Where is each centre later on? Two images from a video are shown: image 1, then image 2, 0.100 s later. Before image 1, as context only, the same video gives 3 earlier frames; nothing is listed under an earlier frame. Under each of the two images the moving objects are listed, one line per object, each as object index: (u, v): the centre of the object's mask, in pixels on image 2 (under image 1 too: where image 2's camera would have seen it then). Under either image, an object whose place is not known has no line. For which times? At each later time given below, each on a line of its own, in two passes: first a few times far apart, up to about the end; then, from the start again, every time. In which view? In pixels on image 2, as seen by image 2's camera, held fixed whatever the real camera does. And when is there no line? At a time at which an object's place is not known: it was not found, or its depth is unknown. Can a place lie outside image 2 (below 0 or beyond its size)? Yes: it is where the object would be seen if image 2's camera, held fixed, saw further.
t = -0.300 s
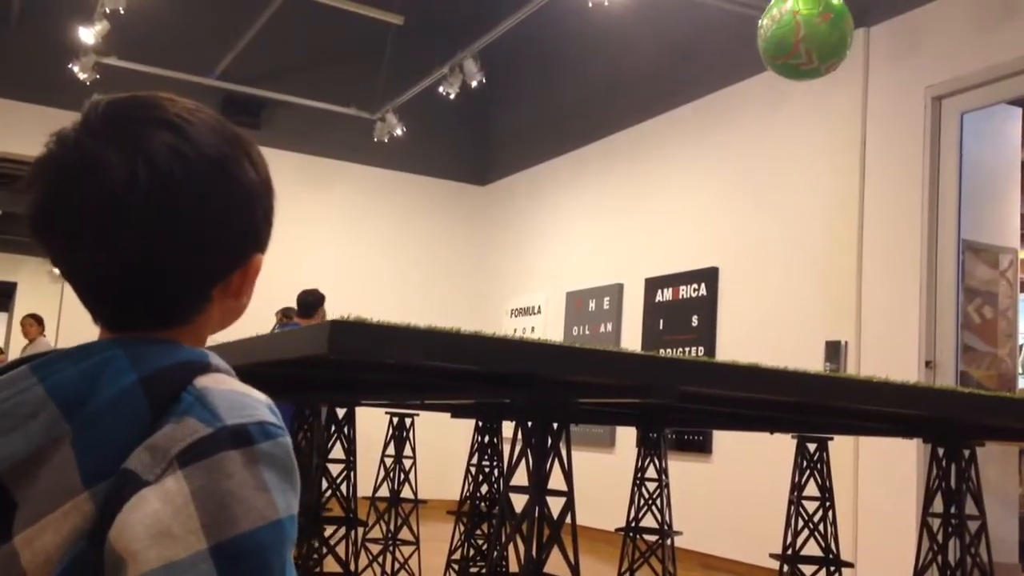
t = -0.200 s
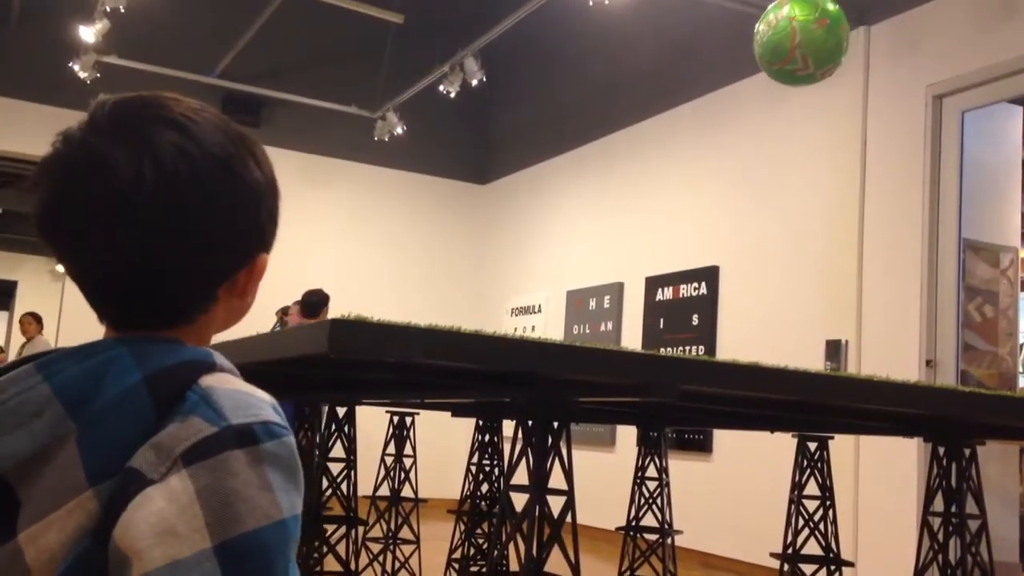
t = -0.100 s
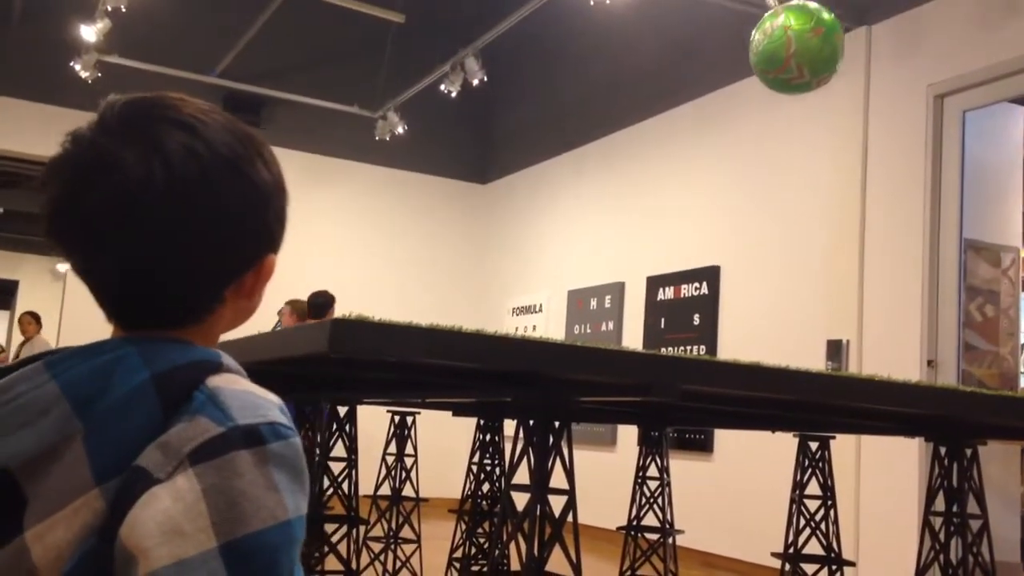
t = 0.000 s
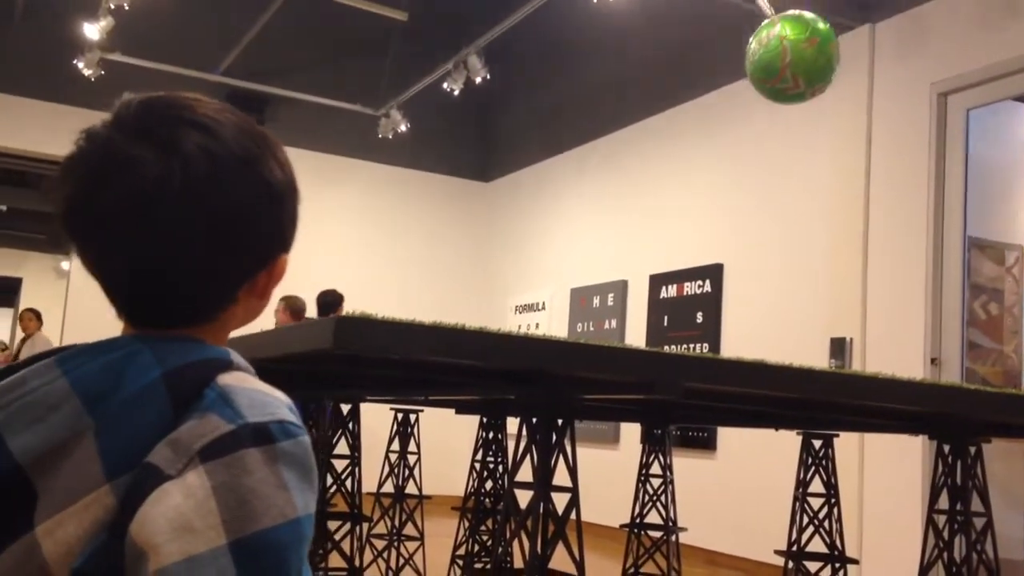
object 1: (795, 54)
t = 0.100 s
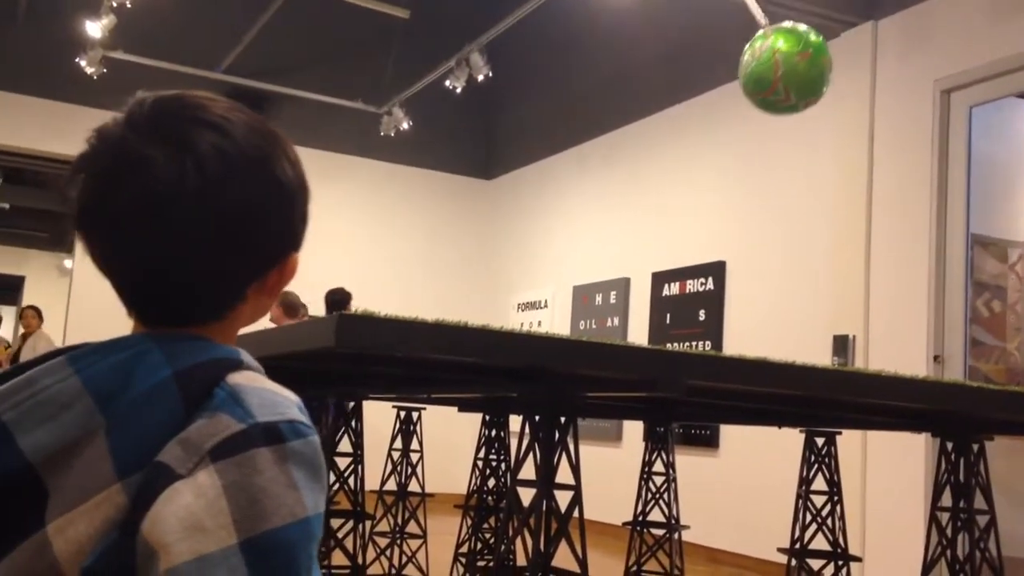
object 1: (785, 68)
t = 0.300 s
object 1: (761, 104)
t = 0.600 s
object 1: (707, 172)
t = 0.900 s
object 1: (633, 248)
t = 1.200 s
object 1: (548, 305)
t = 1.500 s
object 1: (480, 312)
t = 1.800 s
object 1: (437, 304)
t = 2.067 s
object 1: (407, 282)
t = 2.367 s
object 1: (387, 252)
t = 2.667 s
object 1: (377, 227)
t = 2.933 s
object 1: (373, 214)
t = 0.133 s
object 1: (782, 73)
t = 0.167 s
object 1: (778, 79)
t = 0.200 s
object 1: (775, 85)
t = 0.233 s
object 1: (770, 91)
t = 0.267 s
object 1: (766, 97)
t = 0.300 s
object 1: (761, 104)
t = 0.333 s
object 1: (756, 111)
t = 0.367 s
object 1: (751, 118)
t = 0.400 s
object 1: (746, 125)
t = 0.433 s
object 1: (740, 132)
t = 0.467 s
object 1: (734, 141)
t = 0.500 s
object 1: (728, 148)
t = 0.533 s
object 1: (721, 156)
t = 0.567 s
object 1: (714, 164)
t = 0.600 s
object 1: (707, 172)
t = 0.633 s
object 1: (700, 181)
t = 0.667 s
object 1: (692, 189)
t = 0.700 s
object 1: (684, 198)
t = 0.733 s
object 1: (676, 206)
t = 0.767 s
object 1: (669, 214)
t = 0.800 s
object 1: (660, 222)
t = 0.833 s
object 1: (651, 231)
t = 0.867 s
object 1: (642, 240)
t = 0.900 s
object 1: (633, 248)
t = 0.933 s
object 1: (624, 256)
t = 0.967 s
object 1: (614, 264)
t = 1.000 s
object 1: (605, 272)
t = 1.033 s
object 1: (596, 279)
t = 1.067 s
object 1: (586, 285)
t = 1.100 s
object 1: (577, 291)
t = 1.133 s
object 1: (567, 297)
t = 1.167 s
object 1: (557, 302)
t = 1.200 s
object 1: (548, 305)
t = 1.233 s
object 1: (539, 308)
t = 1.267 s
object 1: (531, 309)
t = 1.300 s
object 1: (523, 311)
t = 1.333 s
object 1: (516, 312)
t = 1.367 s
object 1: (508, 312)
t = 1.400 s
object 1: (500, 312)
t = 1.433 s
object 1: (493, 313)
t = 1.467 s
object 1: (486, 313)
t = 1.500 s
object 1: (480, 312)
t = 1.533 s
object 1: (474, 312)
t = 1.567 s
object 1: (468, 311)
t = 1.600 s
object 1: (462, 311)
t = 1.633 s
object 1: (457, 310)
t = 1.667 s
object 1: (452, 309)
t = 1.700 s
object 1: (449, 308)
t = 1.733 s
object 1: (445, 307)
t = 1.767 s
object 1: (441, 305)
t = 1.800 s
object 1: (437, 304)
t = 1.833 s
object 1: (433, 302)
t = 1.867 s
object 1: (429, 300)
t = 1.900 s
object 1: (425, 298)
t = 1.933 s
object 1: (422, 297)
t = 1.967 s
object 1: (417, 293)
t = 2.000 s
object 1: (414, 290)
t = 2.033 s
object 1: (411, 286)
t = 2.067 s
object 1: (407, 282)
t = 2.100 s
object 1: (404, 278)
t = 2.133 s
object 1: (401, 275)
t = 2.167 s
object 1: (399, 272)
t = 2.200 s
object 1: (396, 268)
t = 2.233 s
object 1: (394, 265)
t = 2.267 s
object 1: (392, 261)
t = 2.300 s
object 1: (391, 258)
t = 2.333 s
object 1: (389, 255)
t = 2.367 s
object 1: (387, 252)
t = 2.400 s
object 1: (386, 248)
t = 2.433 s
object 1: (384, 246)
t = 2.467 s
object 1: (384, 243)
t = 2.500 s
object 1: (383, 241)
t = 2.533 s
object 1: (381, 238)
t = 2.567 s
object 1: (379, 234)
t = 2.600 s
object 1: (378, 232)
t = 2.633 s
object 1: (377, 229)
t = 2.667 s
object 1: (377, 227)
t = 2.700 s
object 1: (376, 225)
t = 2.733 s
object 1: (375, 223)
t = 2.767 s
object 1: (374, 221)
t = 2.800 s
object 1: (374, 219)
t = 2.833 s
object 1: (373, 217)
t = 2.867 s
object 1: (373, 216)
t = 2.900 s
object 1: (373, 215)
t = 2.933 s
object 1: (373, 214)
